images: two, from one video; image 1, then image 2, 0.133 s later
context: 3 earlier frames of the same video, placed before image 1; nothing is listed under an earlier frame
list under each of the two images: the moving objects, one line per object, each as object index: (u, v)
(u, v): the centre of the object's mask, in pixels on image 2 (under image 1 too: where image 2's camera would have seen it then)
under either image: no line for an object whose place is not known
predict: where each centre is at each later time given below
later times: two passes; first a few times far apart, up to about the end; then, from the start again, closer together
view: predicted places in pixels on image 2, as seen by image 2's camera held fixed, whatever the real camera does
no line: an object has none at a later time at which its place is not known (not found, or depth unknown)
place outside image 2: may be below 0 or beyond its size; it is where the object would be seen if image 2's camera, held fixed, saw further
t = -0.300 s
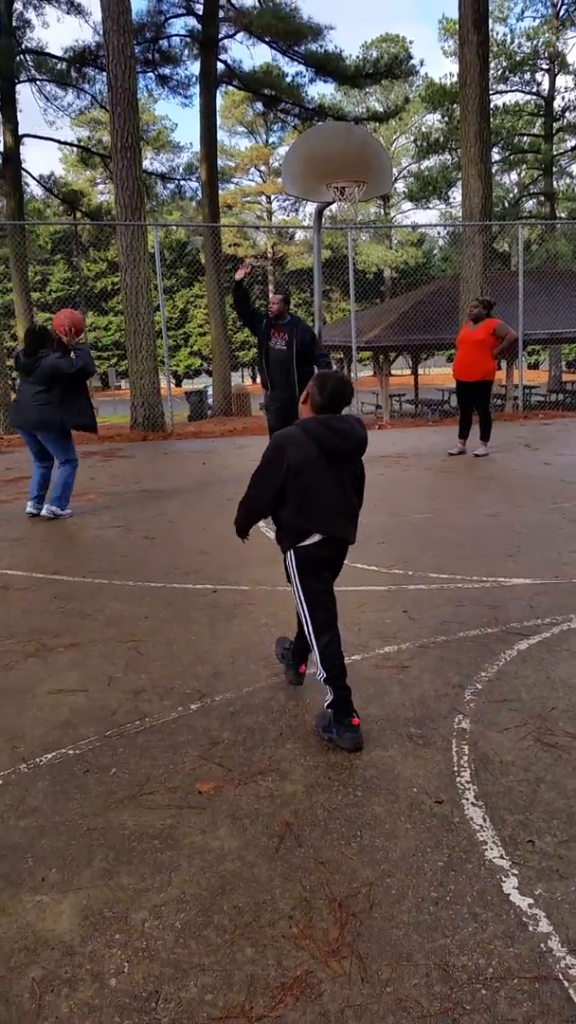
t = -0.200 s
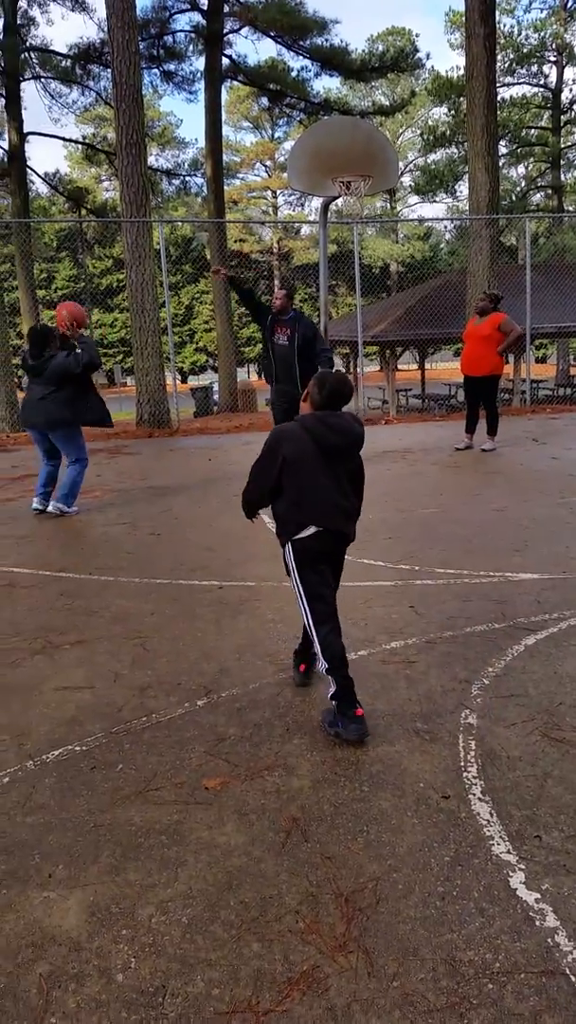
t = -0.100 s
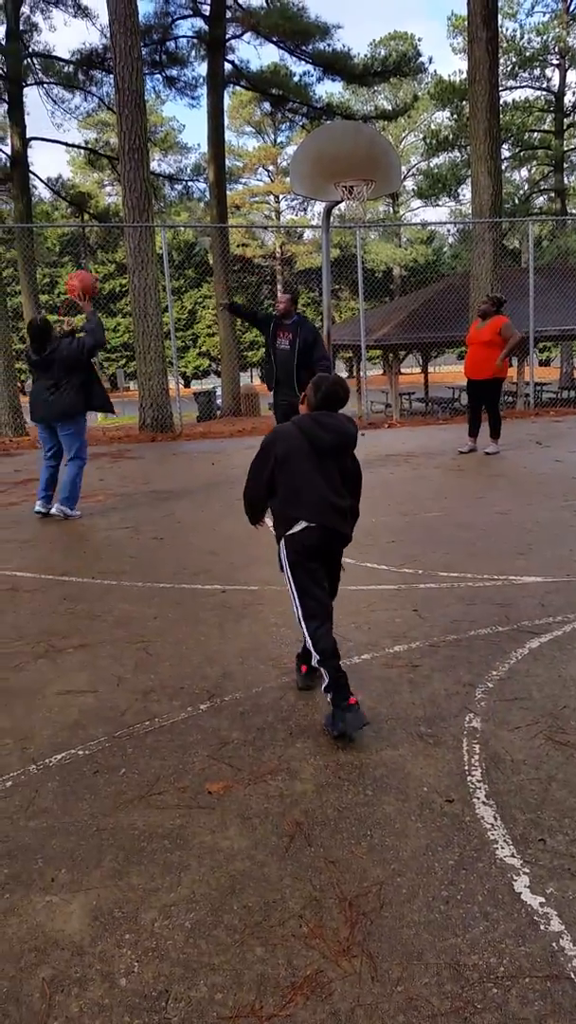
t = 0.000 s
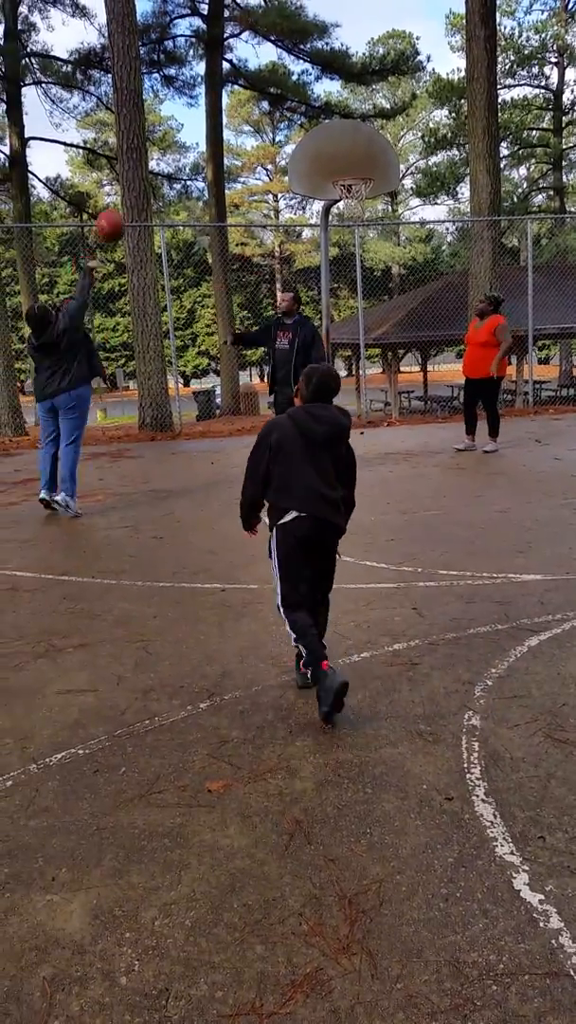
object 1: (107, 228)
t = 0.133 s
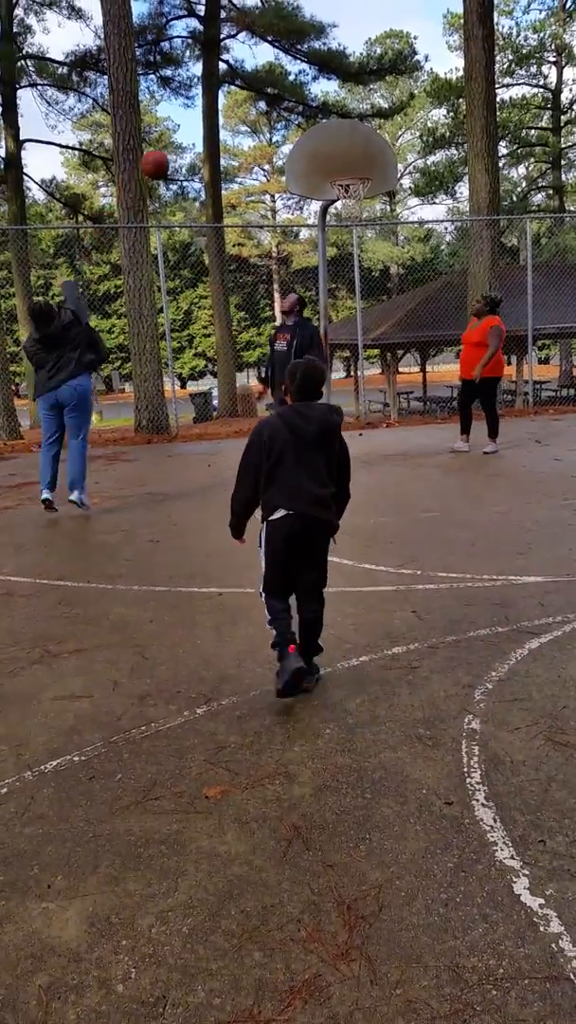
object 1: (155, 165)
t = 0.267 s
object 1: (203, 128)
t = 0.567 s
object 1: (295, 124)
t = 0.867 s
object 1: (374, 204)
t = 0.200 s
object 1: (179, 143)
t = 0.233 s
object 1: (191, 135)
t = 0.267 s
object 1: (203, 128)
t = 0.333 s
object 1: (224, 118)
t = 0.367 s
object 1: (234, 116)
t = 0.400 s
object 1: (245, 114)
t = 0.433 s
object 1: (255, 114)
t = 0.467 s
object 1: (266, 114)
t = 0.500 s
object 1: (275, 117)
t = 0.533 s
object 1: (284, 120)
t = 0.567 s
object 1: (295, 124)
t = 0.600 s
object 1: (305, 130)
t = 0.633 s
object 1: (313, 136)
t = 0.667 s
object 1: (323, 143)
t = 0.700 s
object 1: (331, 151)
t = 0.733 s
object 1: (340, 159)
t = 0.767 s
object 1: (348, 169)
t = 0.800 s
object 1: (358, 181)
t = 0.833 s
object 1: (365, 191)
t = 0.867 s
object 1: (374, 204)
